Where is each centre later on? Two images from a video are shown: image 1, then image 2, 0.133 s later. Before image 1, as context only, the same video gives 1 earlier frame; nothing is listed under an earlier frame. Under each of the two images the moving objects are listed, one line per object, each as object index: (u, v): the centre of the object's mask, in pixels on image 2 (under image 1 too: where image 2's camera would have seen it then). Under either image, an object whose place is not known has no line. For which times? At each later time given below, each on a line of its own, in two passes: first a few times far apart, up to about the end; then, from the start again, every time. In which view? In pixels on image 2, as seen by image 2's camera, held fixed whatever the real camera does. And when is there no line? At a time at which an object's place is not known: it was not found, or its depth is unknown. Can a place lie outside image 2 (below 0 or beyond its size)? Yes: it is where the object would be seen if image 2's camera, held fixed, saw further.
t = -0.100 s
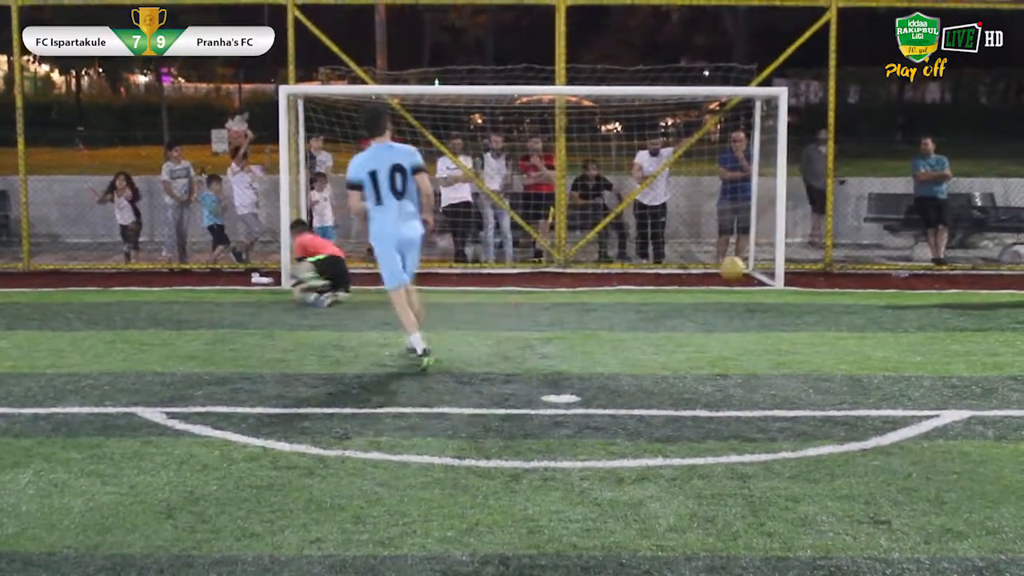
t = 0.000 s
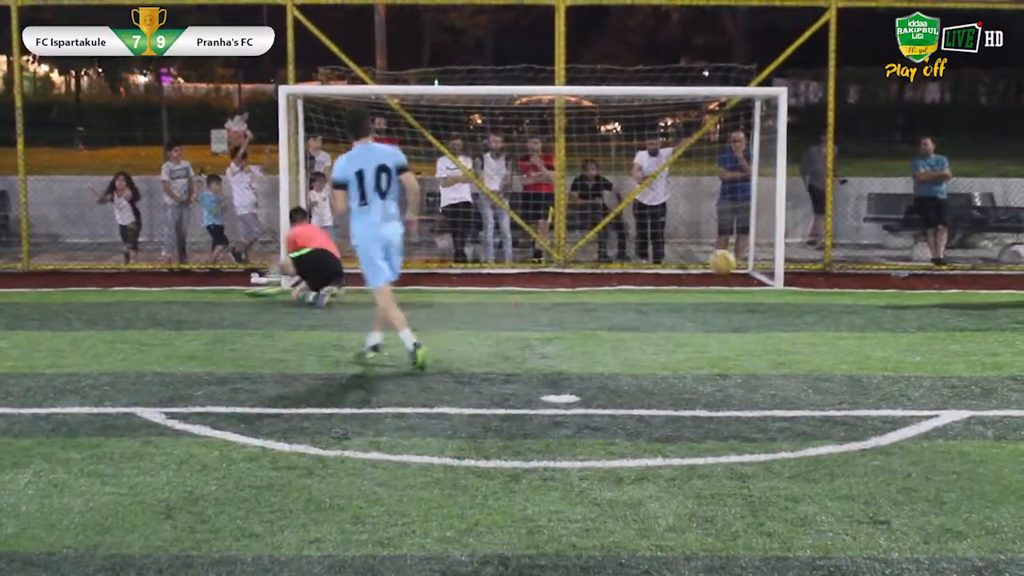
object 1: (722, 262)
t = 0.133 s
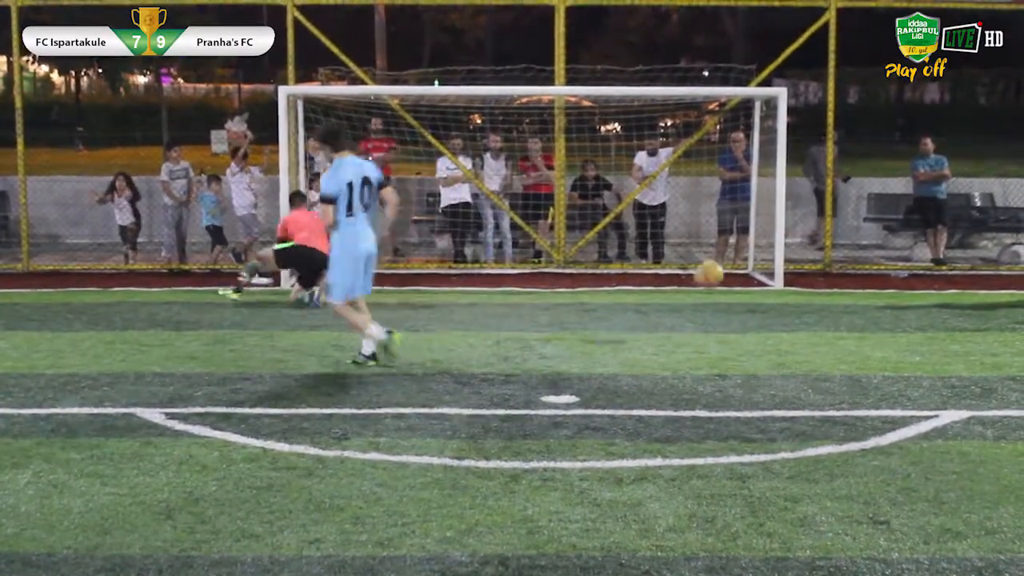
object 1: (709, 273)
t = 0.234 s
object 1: (698, 298)
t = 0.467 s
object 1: (670, 332)
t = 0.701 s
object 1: (634, 369)
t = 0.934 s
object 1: (597, 414)
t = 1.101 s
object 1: (565, 478)
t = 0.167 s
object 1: (705, 280)
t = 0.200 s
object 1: (702, 288)
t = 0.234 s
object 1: (698, 298)
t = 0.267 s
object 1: (694, 310)
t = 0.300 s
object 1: (692, 325)
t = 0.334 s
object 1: (688, 341)
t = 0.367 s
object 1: (682, 342)
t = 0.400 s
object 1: (679, 337)
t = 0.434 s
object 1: (676, 334)
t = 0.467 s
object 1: (670, 332)
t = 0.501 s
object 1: (666, 331)
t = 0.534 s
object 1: (661, 333)
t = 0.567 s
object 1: (656, 336)
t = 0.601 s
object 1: (652, 341)
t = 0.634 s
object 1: (646, 348)
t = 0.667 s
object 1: (641, 357)
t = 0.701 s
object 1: (634, 369)
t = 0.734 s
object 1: (632, 383)
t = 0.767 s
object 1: (624, 402)
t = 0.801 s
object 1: (619, 410)
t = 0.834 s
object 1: (614, 407)
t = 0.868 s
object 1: (609, 408)
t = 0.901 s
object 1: (603, 410)
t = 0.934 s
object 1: (597, 414)
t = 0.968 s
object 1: (591, 419)
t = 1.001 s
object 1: (585, 429)
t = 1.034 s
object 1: (580, 441)
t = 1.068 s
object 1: (572, 457)
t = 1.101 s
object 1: (565, 478)
